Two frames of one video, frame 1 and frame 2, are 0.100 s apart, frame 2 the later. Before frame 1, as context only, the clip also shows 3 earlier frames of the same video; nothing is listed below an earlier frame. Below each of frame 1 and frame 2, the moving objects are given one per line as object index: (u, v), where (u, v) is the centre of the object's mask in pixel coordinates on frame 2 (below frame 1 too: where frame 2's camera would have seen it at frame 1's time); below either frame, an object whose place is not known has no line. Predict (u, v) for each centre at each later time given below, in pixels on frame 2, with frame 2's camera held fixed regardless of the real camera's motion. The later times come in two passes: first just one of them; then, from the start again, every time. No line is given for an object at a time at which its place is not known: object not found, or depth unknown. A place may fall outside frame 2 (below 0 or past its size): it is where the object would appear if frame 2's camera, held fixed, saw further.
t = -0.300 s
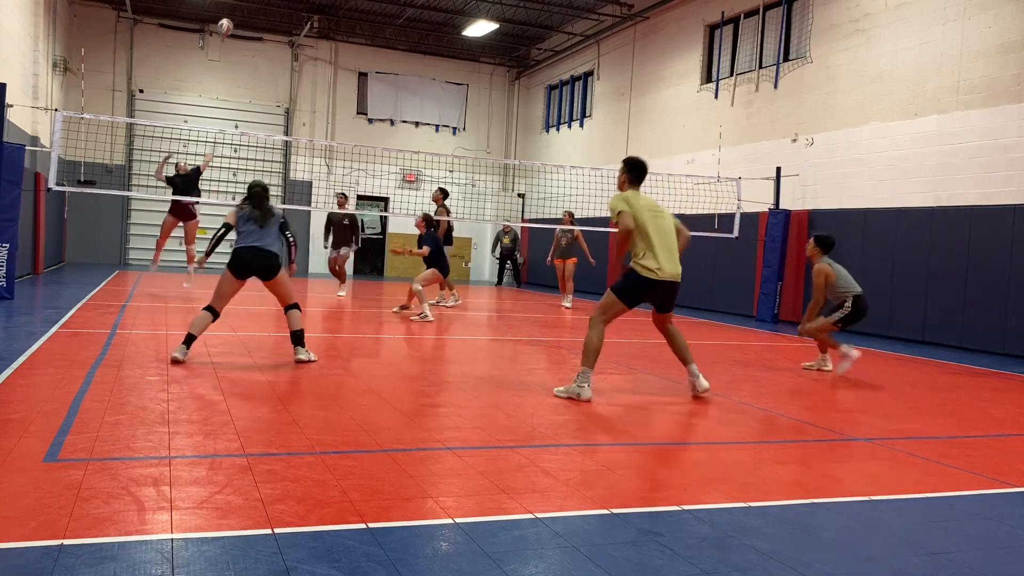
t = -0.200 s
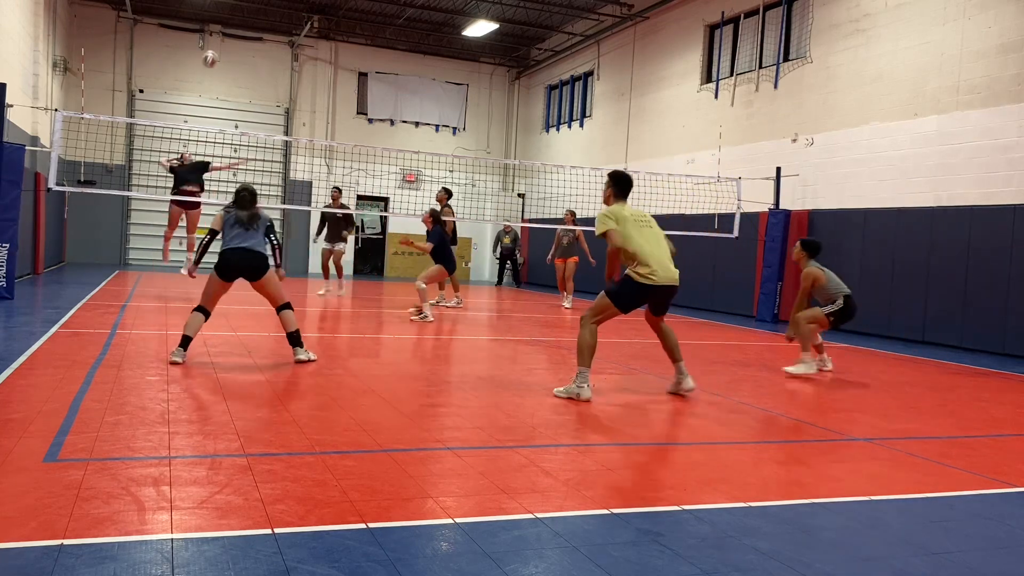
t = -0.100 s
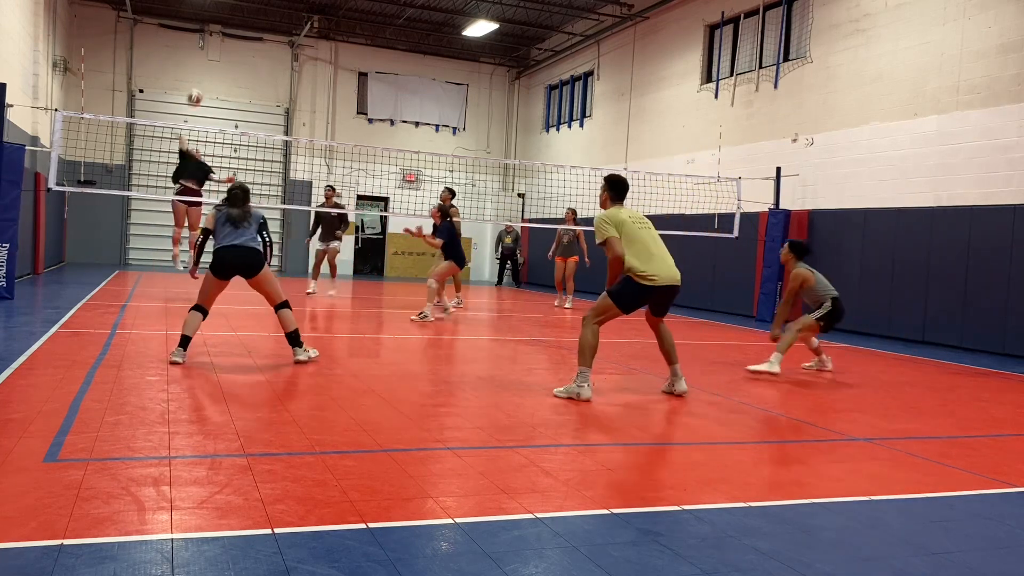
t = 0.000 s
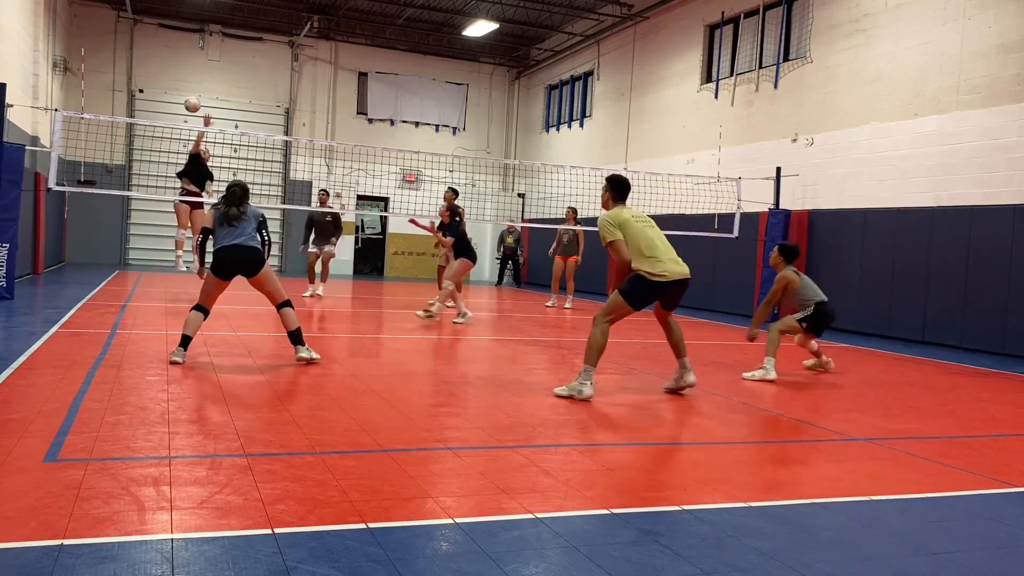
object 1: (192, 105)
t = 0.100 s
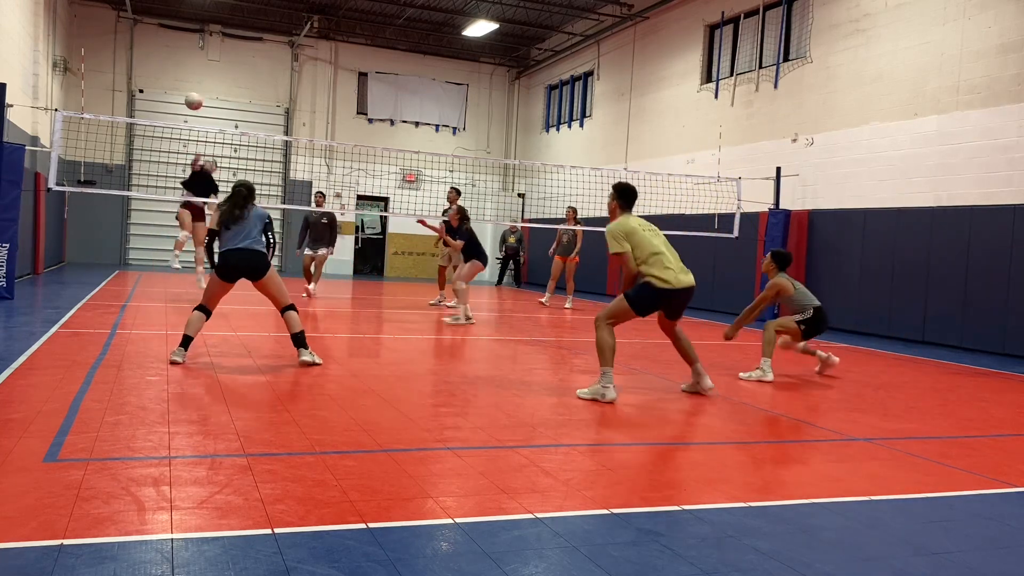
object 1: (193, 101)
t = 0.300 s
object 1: (188, 126)
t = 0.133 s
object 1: (193, 102)
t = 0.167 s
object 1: (193, 104)
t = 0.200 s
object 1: (192, 108)
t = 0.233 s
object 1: (191, 112)
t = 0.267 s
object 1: (190, 119)
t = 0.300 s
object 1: (188, 126)
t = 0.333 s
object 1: (186, 136)
